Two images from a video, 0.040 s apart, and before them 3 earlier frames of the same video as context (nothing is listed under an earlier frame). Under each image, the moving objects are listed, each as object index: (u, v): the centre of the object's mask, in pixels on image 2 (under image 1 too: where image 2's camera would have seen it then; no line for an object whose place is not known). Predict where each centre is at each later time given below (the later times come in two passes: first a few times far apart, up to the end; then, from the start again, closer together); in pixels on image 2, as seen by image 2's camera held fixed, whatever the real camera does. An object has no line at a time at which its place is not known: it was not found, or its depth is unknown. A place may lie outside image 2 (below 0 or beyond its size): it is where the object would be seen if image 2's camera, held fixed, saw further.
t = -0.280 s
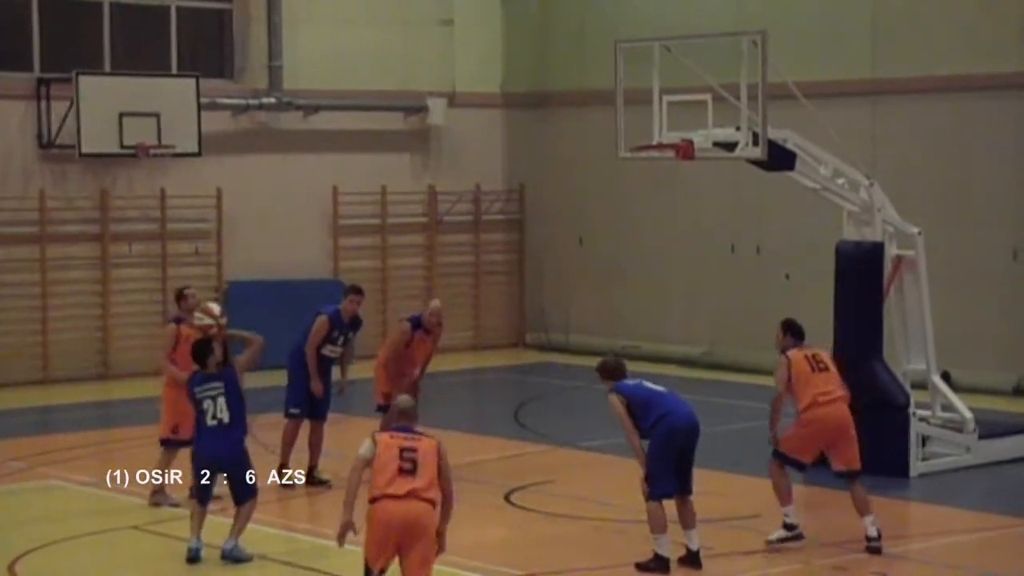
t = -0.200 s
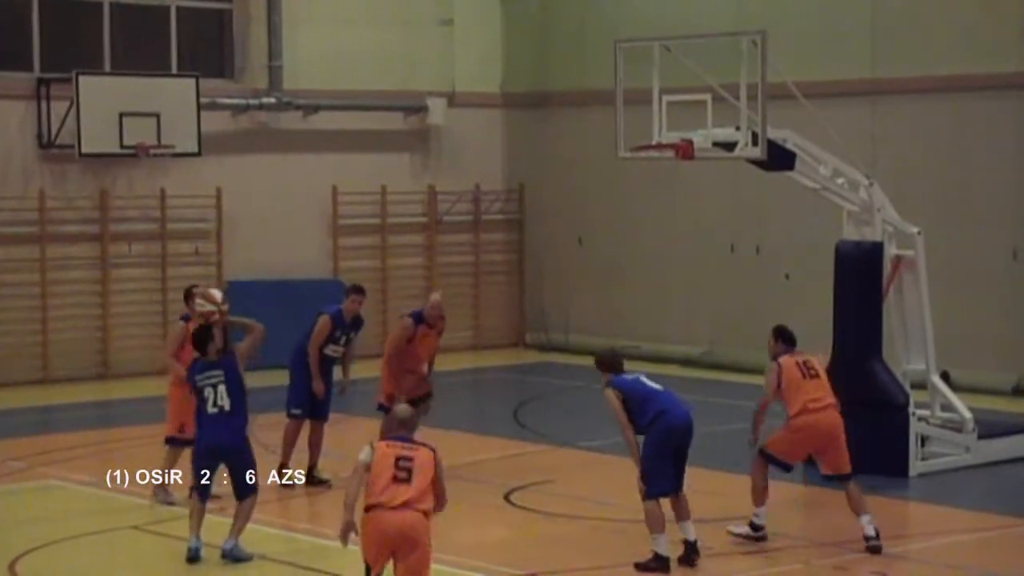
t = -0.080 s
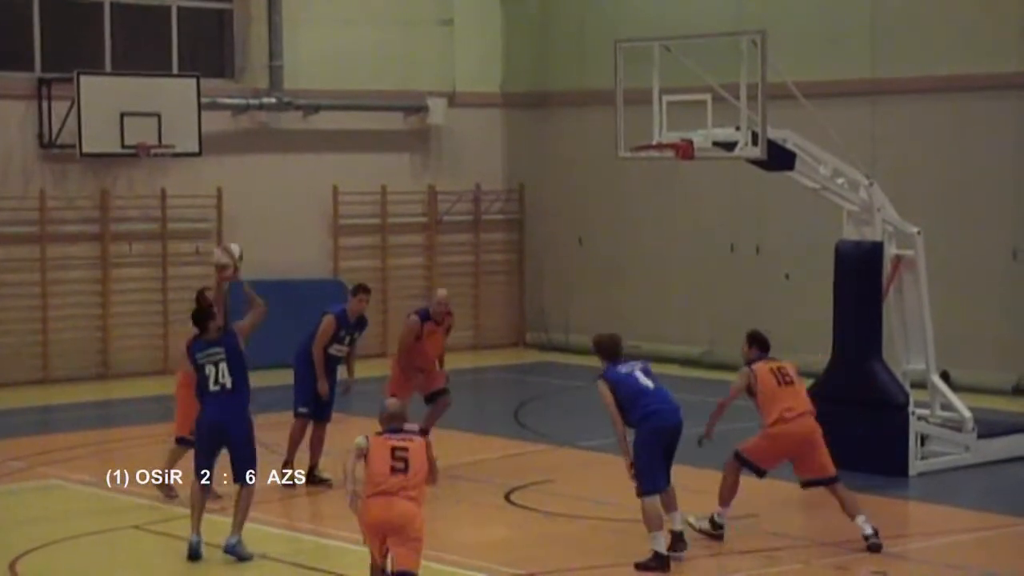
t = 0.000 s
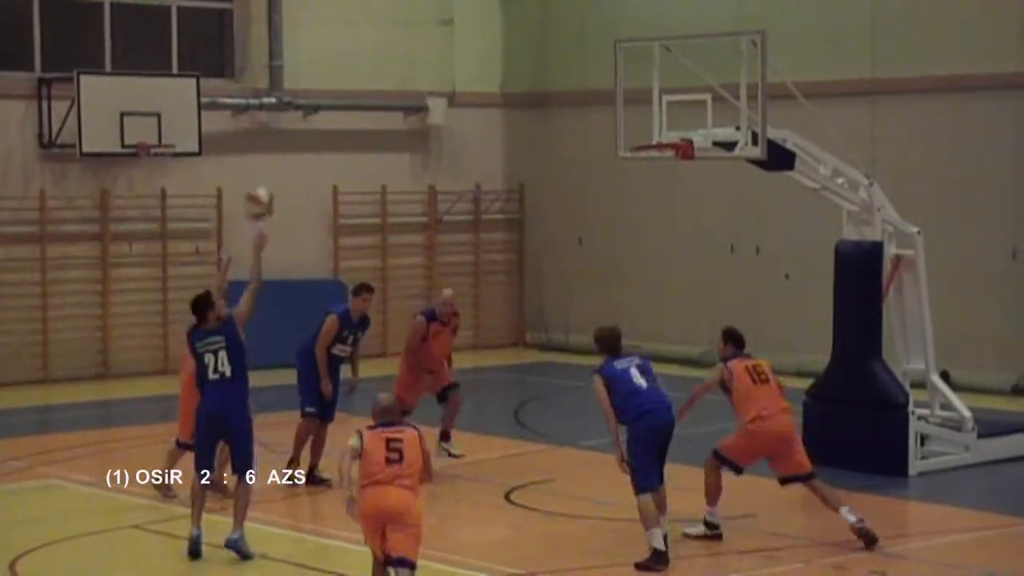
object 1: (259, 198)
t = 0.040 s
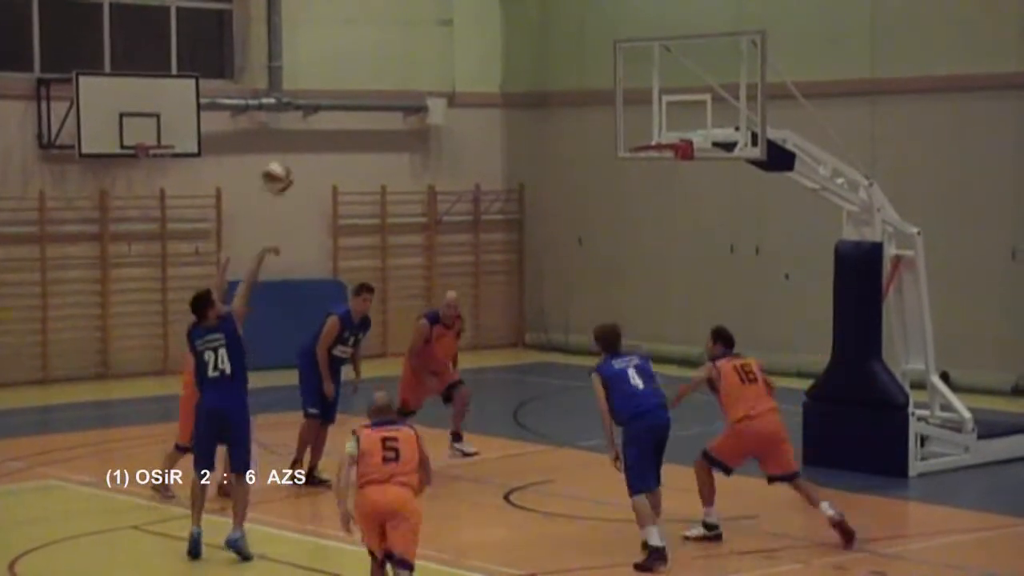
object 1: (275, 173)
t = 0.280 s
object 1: (385, 56)
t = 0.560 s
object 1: (503, 21)
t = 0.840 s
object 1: (608, 84)
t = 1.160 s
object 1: (687, 194)
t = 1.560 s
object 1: (733, 385)
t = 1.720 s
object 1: (748, 460)
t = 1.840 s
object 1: (740, 401)
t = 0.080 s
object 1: (293, 149)
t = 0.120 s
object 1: (312, 127)
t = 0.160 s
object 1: (332, 105)
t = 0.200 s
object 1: (347, 90)
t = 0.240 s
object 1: (367, 73)
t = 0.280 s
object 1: (385, 56)
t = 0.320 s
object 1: (399, 47)
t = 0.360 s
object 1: (418, 38)
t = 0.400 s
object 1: (438, 28)
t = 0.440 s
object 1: (449, 25)
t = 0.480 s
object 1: (468, 26)
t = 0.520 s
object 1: (489, 19)
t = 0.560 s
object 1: (503, 21)
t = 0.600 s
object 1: (517, 28)
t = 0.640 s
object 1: (533, 36)
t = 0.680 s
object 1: (550, 42)
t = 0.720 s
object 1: (563, 46)
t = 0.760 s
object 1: (579, 60)
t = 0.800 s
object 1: (596, 70)
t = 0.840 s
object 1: (608, 84)
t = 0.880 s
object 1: (620, 98)
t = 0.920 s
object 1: (637, 118)
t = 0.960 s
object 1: (651, 130)
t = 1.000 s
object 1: (664, 154)
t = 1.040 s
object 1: (676, 165)
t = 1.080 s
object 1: (678, 177)
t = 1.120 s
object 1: (685, 179)
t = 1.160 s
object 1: (687, 194)
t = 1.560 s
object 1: (733, 385)
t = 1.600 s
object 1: (739, 412)
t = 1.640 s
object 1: (743, 442)
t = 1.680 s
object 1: (748, 476)
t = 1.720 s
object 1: (748, 460)
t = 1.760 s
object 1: (744, 439)
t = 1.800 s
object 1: (743, 421)
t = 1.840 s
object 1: (740, 401)
